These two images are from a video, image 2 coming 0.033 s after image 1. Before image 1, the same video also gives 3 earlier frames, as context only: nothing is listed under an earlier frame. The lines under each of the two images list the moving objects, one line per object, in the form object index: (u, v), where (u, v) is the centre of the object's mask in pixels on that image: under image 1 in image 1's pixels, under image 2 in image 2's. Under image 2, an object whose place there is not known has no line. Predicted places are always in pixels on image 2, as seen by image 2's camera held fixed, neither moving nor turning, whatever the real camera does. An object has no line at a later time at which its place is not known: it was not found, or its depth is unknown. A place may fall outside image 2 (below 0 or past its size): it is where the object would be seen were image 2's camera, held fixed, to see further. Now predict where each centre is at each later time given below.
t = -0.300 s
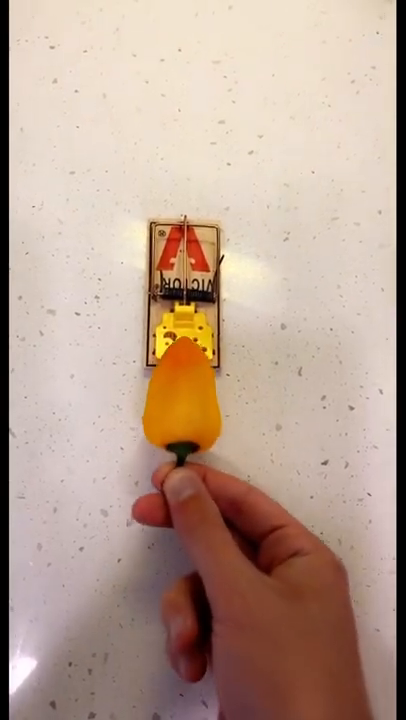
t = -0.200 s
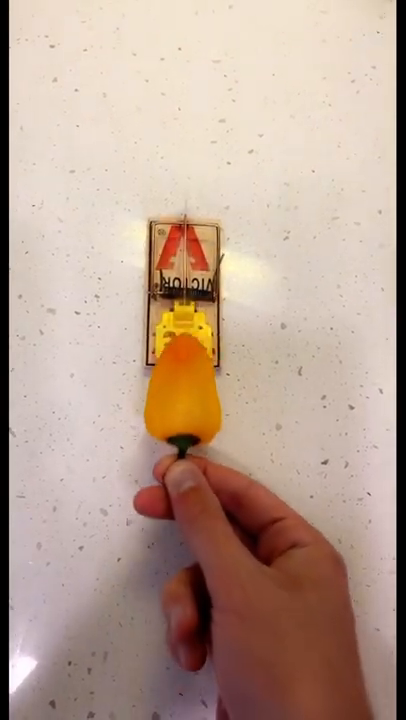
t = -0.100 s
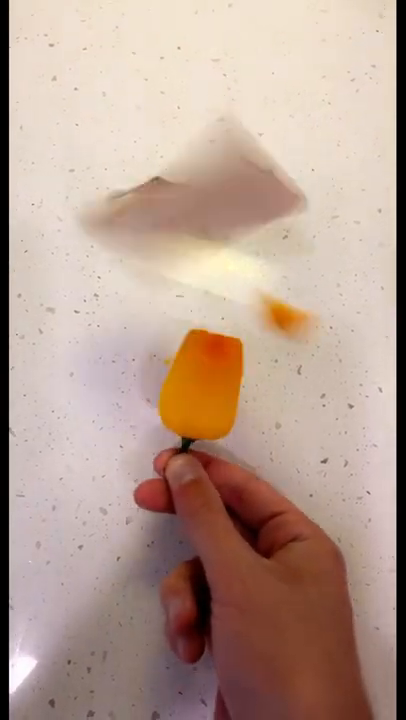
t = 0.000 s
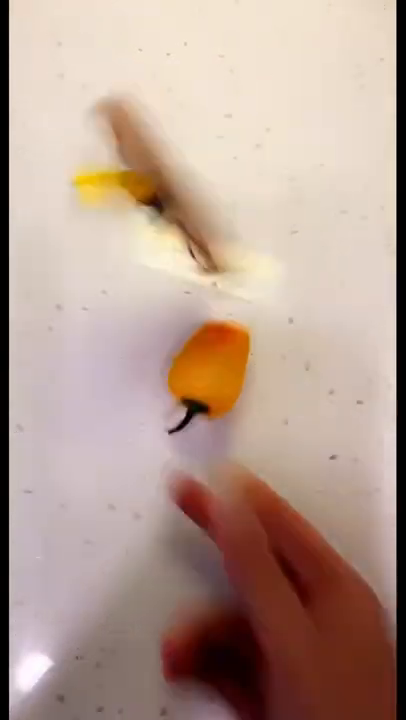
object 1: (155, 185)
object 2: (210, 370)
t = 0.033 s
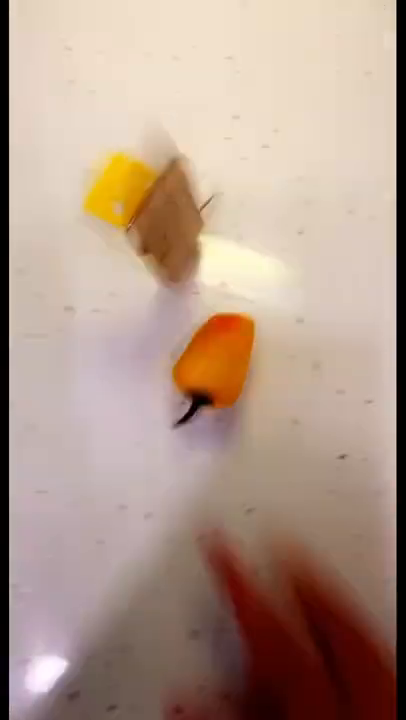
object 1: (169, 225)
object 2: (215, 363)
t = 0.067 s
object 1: (166, 225)
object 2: (210, 357)
